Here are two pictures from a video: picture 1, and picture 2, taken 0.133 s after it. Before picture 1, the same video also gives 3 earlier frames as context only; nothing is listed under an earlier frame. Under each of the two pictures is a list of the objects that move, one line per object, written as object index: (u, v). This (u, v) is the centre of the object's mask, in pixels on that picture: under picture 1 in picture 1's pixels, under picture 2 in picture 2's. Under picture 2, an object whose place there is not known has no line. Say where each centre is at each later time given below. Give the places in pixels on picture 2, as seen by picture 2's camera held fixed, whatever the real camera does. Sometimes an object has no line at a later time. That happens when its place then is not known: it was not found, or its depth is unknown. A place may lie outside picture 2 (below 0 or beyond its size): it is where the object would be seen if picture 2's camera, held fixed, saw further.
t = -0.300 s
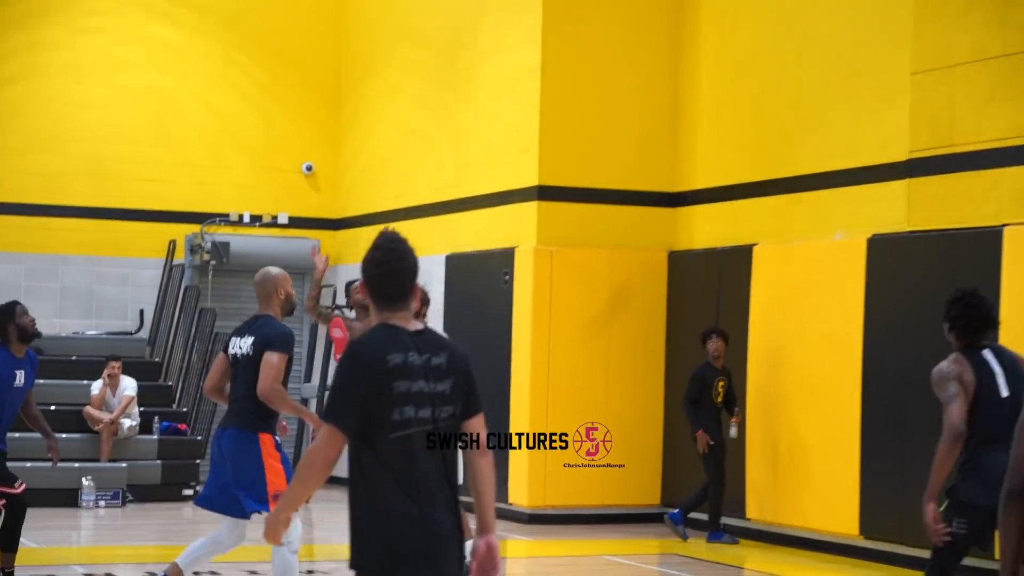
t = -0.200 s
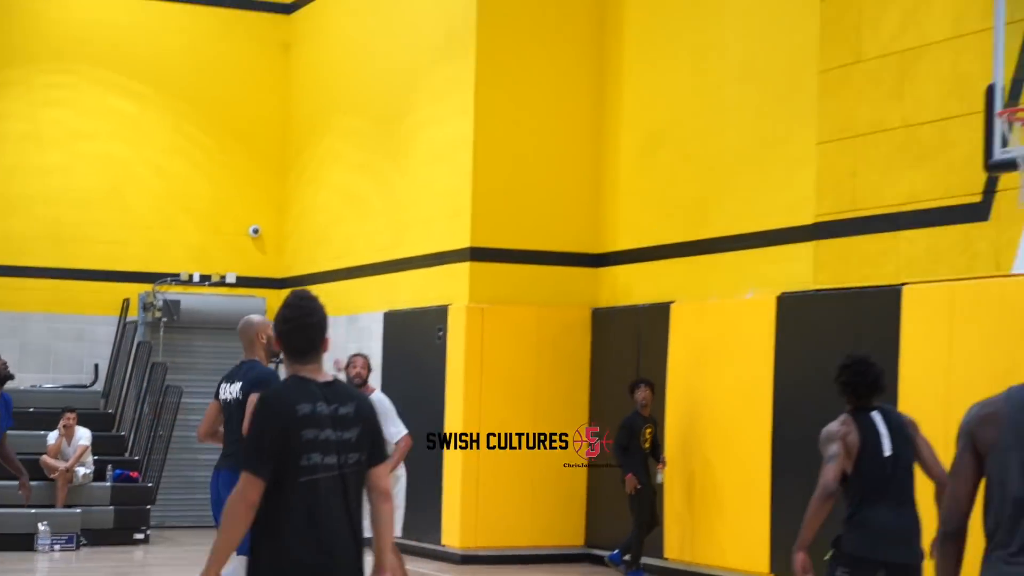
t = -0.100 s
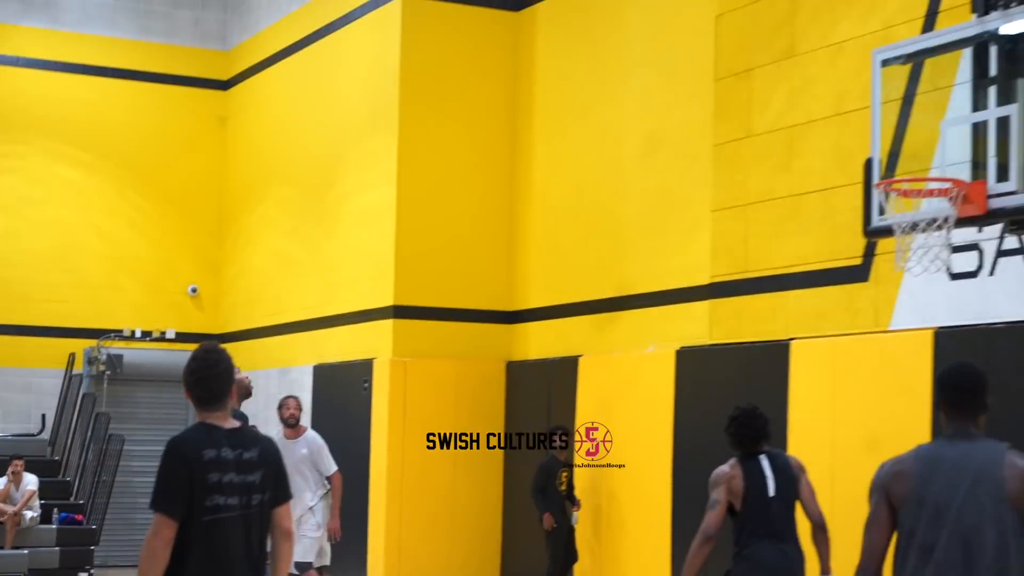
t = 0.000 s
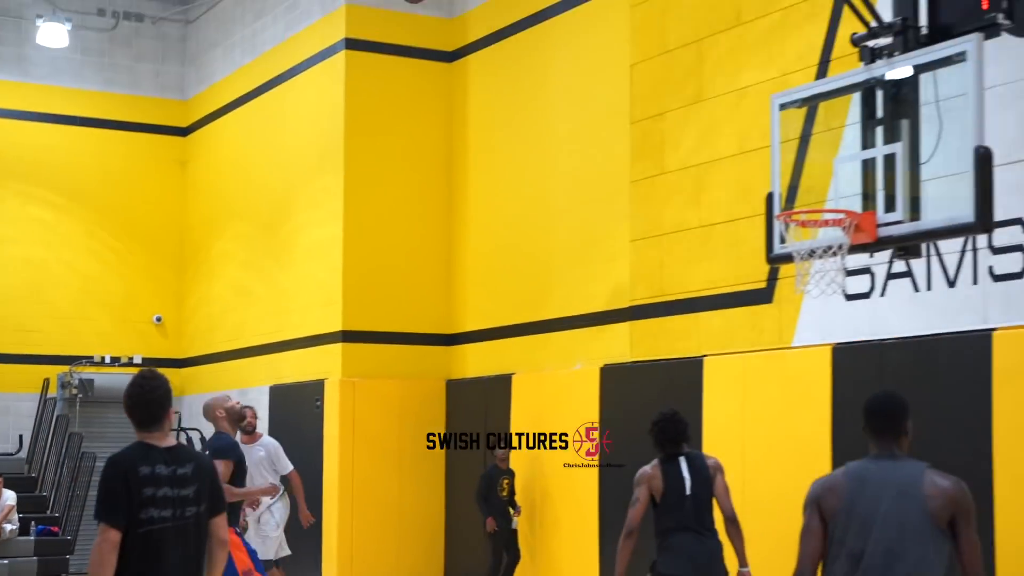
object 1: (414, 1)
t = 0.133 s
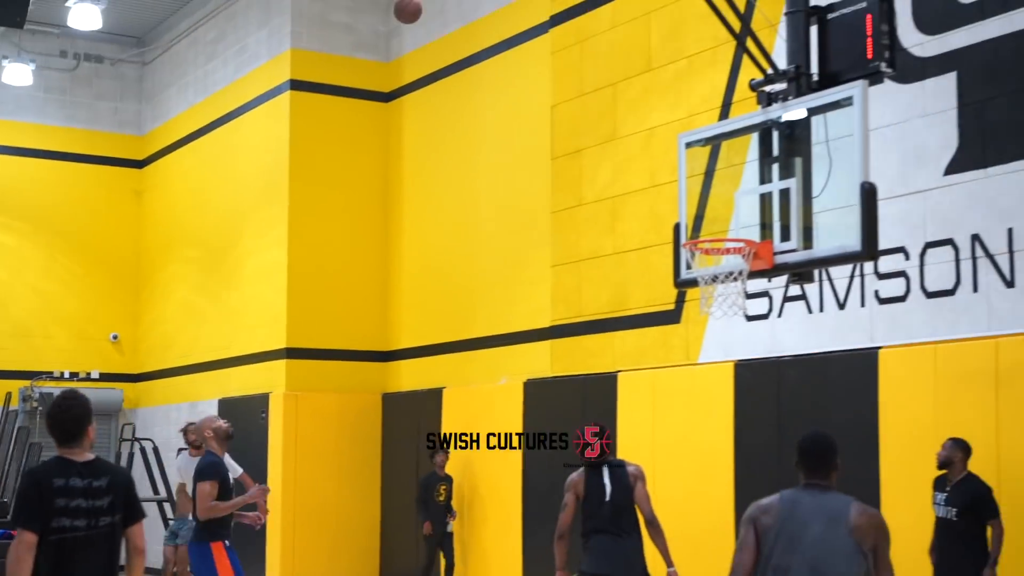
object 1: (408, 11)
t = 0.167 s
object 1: (422, 6)
